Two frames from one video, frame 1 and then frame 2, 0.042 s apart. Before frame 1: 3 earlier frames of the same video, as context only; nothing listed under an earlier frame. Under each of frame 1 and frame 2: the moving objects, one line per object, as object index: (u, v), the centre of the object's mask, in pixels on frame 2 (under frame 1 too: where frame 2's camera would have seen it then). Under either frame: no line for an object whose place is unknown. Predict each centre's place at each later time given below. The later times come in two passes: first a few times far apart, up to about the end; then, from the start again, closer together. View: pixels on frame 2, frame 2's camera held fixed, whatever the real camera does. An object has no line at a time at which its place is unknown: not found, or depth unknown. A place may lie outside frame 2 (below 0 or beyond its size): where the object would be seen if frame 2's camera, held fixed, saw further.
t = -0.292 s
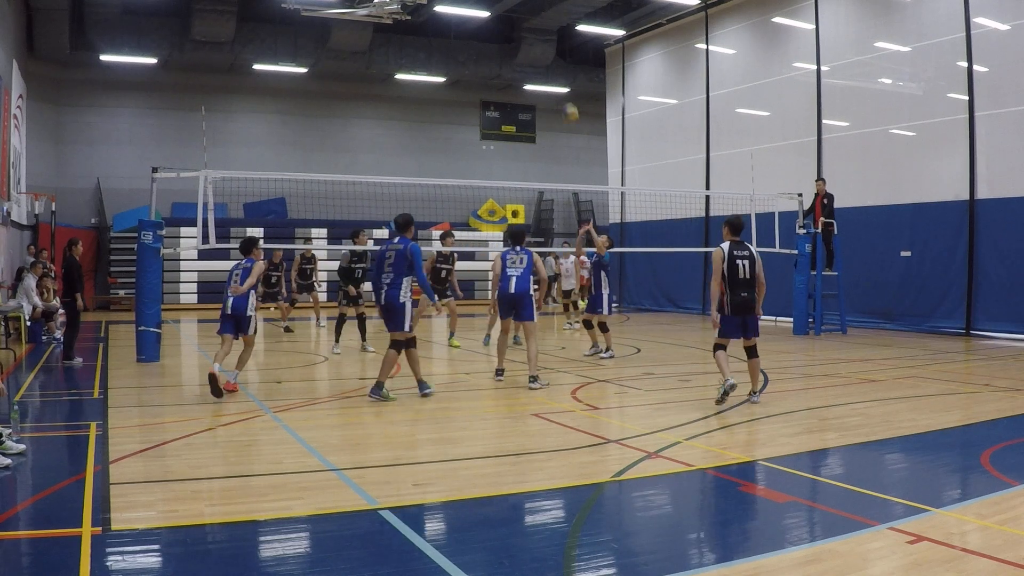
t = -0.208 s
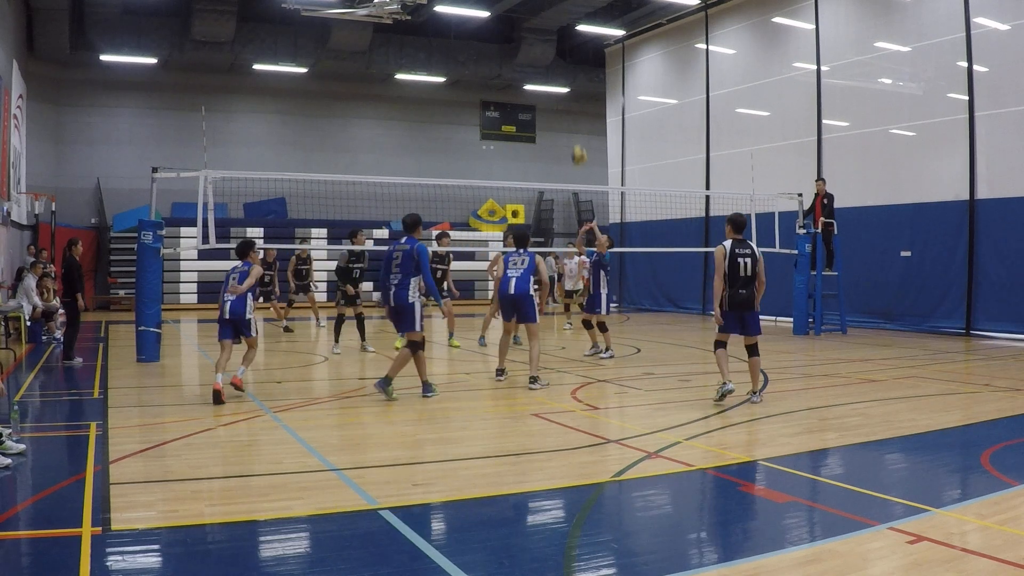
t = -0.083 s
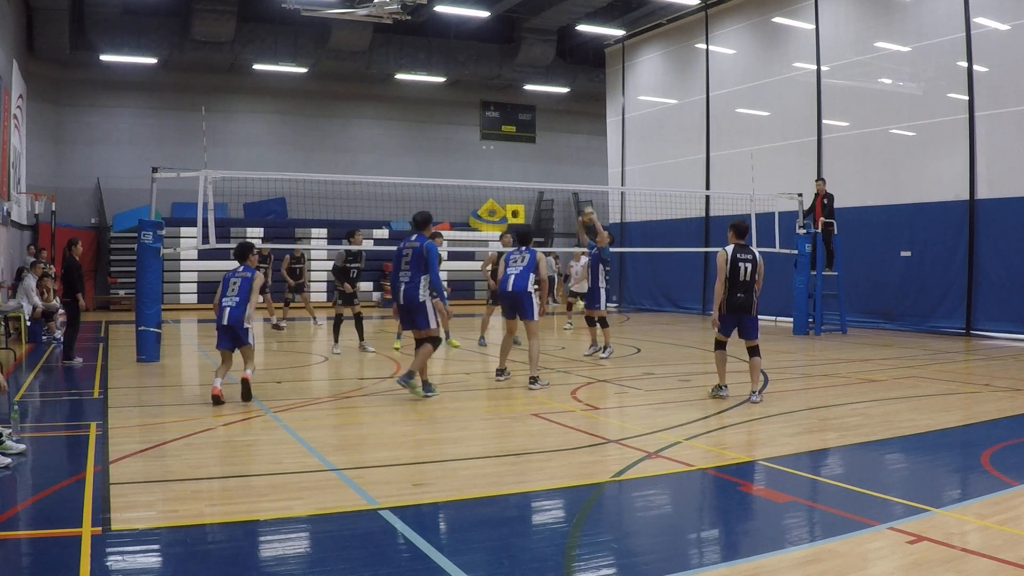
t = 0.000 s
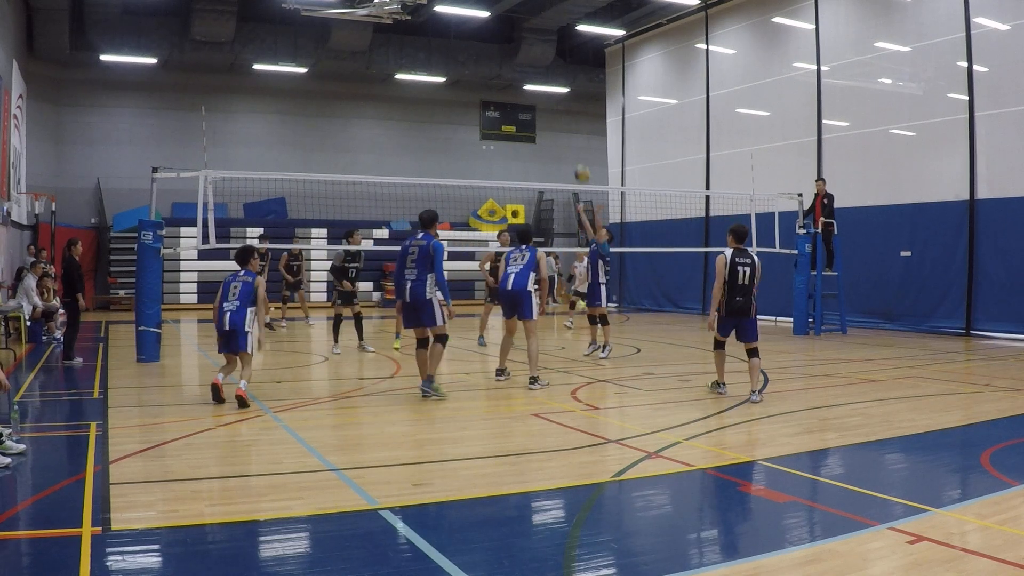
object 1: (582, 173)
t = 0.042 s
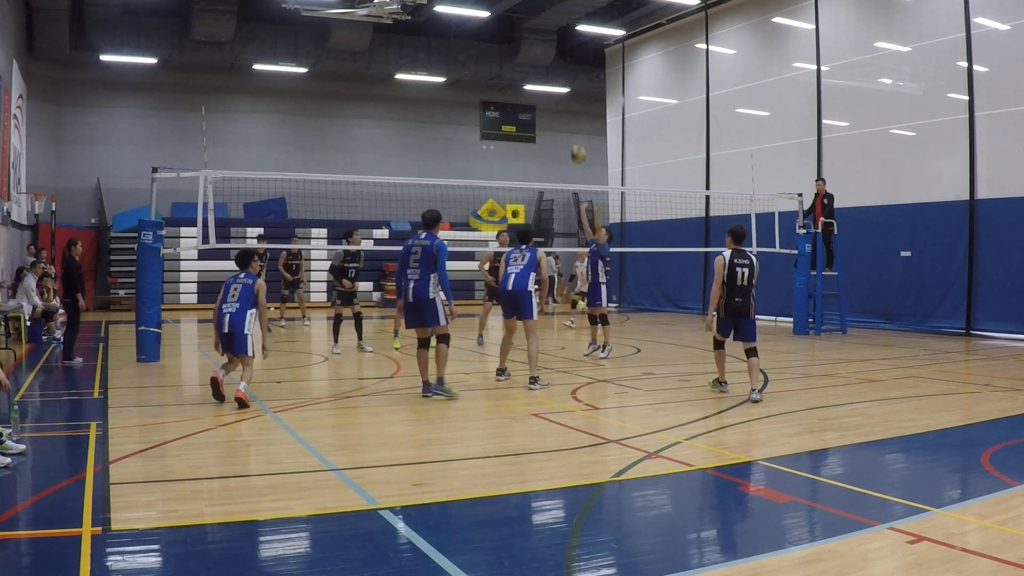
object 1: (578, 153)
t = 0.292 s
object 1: (555, 65)
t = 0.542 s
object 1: (531, 22)
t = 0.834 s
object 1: (505, 27)
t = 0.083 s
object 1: (574, 135)
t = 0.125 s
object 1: (570, 118)
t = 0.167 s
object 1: (566, 103)
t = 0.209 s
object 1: (563, 88)
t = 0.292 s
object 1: (555, 65)
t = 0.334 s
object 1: (551, 55)
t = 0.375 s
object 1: (547, 45)
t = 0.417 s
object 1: (543, 37)
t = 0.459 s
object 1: (539, 31)
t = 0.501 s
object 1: (535, 26)
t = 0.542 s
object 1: (531, 22)
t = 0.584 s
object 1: (528, 19)
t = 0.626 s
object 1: (524, 17)
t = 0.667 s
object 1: (520, 17)
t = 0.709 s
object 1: (516, 17)
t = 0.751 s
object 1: (512, 19)
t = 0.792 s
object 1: (509, 23)
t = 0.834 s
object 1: (505, 27)
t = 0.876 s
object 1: (501, 33)
